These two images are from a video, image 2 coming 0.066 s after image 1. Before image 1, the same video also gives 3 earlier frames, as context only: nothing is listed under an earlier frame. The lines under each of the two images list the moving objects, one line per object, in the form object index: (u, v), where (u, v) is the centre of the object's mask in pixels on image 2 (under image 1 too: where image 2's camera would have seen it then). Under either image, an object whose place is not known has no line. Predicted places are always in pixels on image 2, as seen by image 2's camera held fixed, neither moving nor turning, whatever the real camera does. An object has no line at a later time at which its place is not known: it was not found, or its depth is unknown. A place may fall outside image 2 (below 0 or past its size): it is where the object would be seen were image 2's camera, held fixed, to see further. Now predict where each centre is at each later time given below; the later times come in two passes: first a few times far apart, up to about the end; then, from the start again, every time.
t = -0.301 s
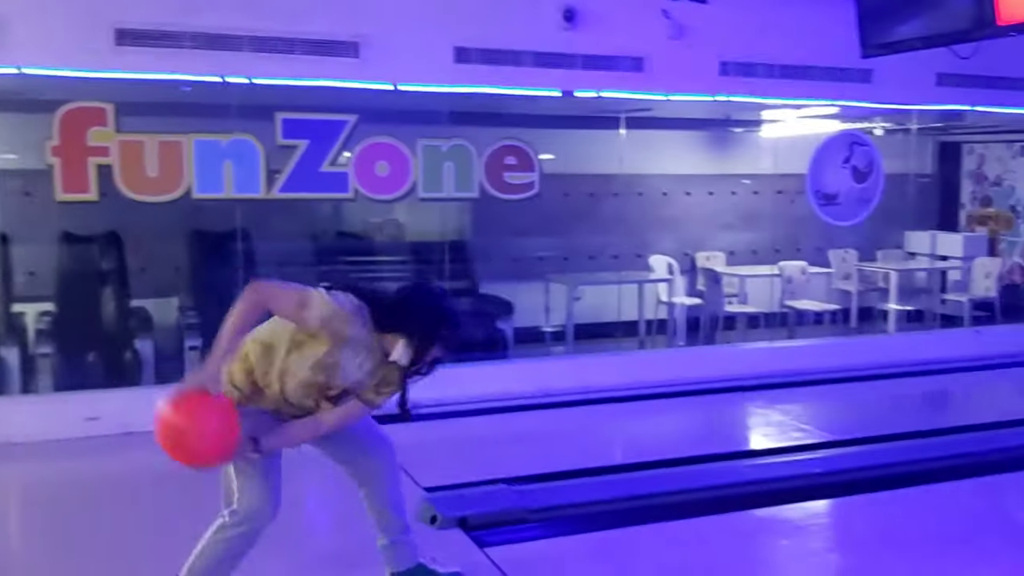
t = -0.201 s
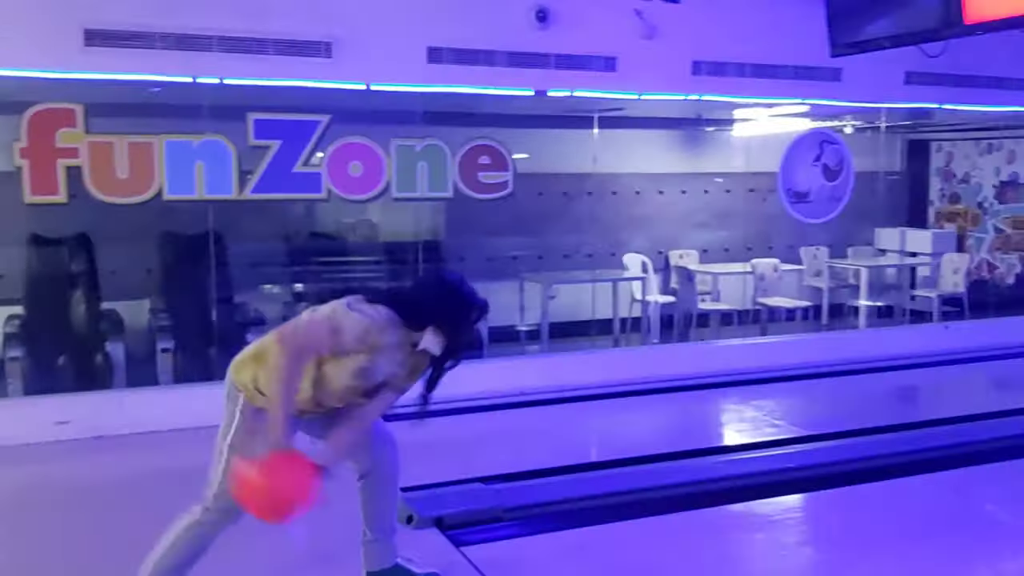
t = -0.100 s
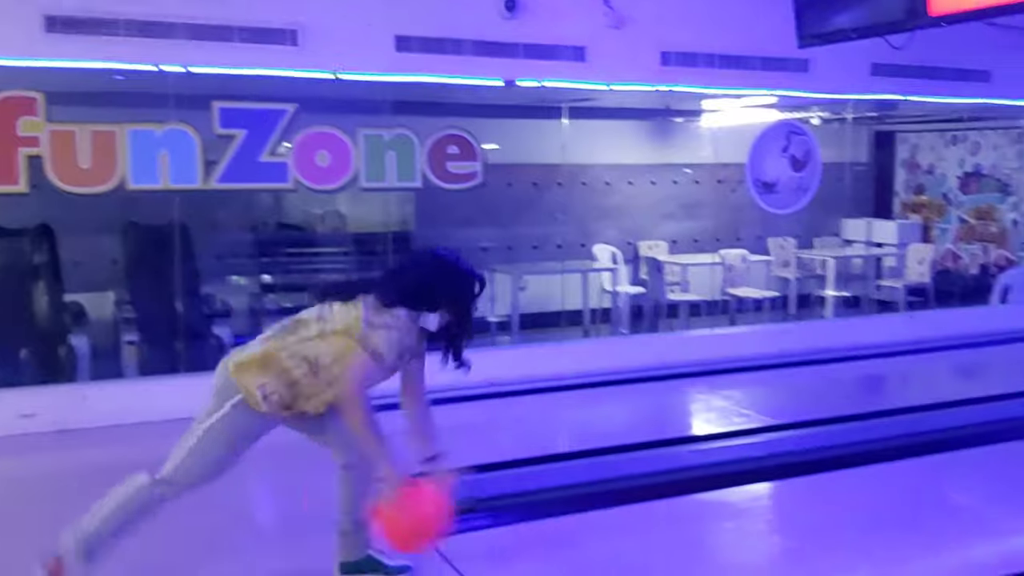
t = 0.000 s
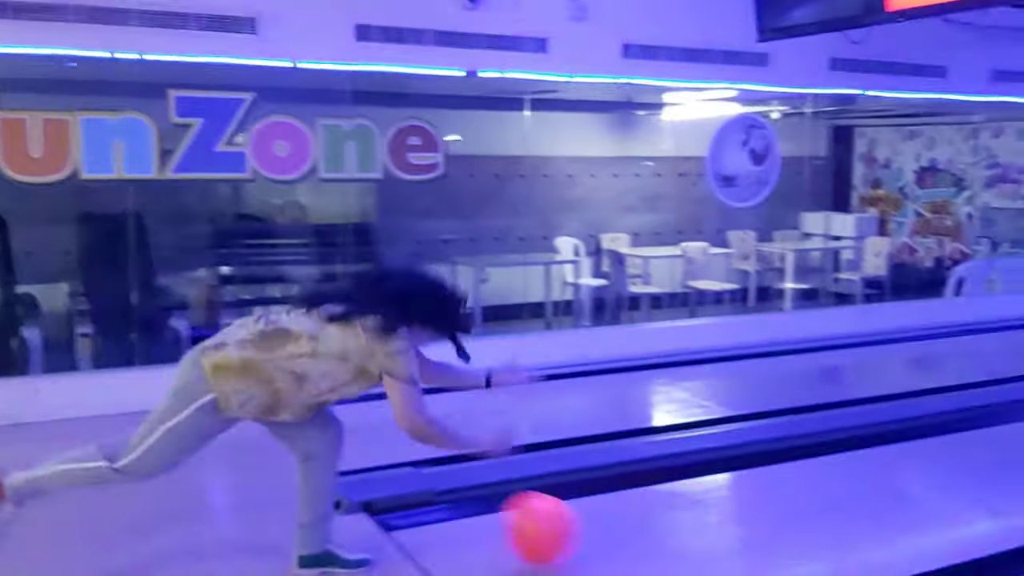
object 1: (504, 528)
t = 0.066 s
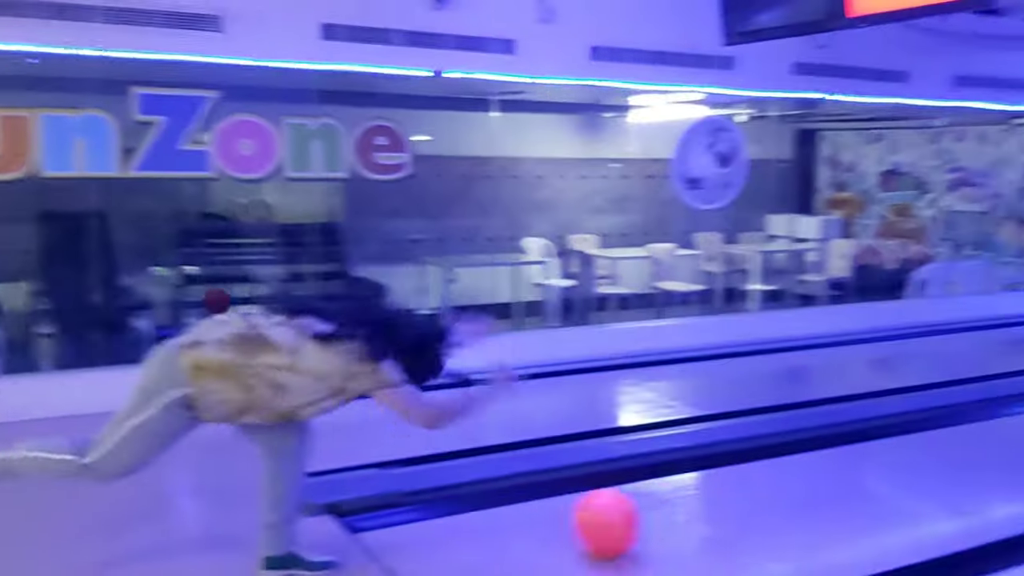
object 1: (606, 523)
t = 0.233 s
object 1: (816, 489)
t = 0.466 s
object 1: (1040, 450)
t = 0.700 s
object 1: (1204, 420)
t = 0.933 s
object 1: (1331, 397)
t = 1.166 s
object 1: (1434, 377)
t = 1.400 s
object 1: (1516, 363)
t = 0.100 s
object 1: (652, 517)
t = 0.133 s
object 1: (697, 510)
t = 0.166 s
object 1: (738, 502)
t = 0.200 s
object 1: (778, 496)
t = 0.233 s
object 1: (816, 489)
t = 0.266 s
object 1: (853, 483)
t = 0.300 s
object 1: (887, 476)
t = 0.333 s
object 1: (921, 470)
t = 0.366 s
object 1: (953, 465)
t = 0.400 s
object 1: (983, 459)
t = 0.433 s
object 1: (1012, 454)
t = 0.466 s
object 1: (1040, 450)
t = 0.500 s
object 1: (1066, 445)
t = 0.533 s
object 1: (1092, 440)
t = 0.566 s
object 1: (1116, 435)
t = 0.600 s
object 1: (1139, 432)
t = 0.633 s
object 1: (1161, 428)
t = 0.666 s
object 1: (1183, 424)
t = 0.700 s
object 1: (1204, 420)
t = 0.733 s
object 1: (1223, 416)
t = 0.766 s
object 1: (1243, 413)
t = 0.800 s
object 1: (1262, 410)
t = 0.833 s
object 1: (1279, 407)
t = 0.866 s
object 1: (1299, 403)
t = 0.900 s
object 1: (1316, 399)
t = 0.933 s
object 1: (1331, 397)
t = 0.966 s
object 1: (1350, 393)
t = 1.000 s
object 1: (1365, 390)
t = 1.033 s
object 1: (1379, 387)
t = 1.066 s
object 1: (1395, 384)
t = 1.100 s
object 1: (1407, 382)
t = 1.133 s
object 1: (1421, 379)
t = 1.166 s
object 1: (1434, 377)
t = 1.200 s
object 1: (1448, 375)
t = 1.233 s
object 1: (1459, 373)
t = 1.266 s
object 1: (1470, 371)
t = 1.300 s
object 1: (1481, 369)
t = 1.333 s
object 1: (1493, 367)
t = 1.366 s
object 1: (1506, 364)
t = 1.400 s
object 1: (1516, 363)
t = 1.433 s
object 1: (1527, 360)
